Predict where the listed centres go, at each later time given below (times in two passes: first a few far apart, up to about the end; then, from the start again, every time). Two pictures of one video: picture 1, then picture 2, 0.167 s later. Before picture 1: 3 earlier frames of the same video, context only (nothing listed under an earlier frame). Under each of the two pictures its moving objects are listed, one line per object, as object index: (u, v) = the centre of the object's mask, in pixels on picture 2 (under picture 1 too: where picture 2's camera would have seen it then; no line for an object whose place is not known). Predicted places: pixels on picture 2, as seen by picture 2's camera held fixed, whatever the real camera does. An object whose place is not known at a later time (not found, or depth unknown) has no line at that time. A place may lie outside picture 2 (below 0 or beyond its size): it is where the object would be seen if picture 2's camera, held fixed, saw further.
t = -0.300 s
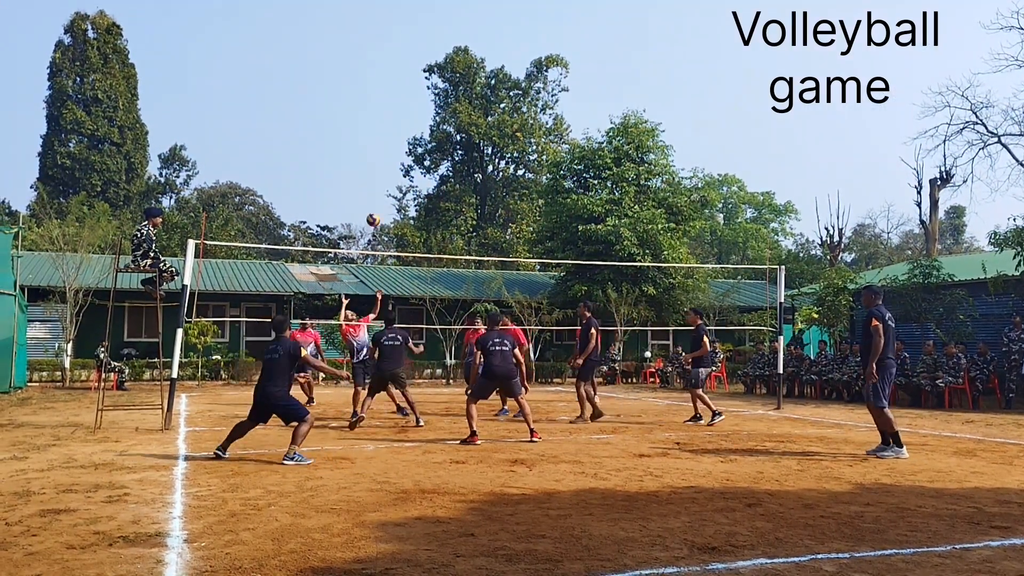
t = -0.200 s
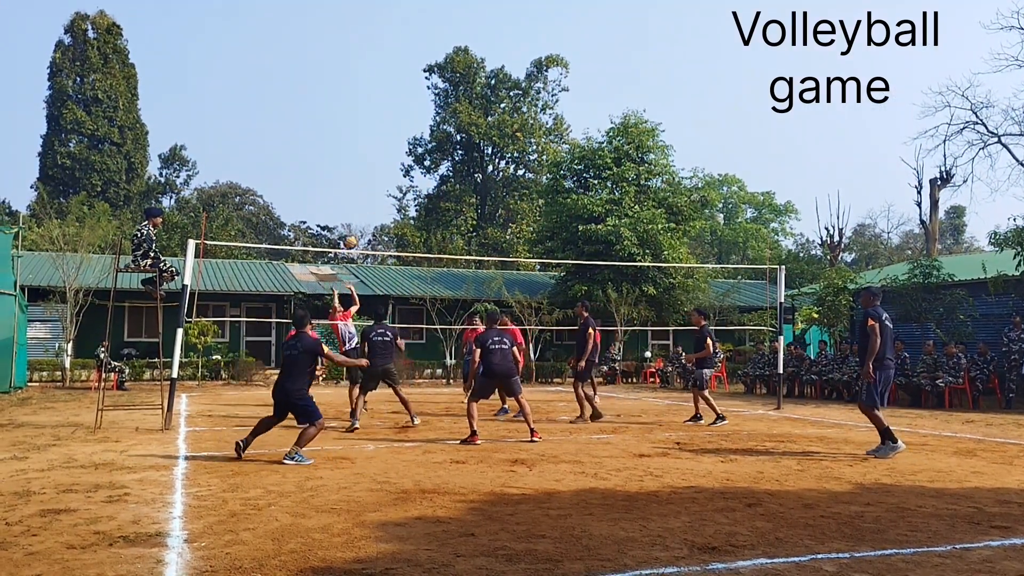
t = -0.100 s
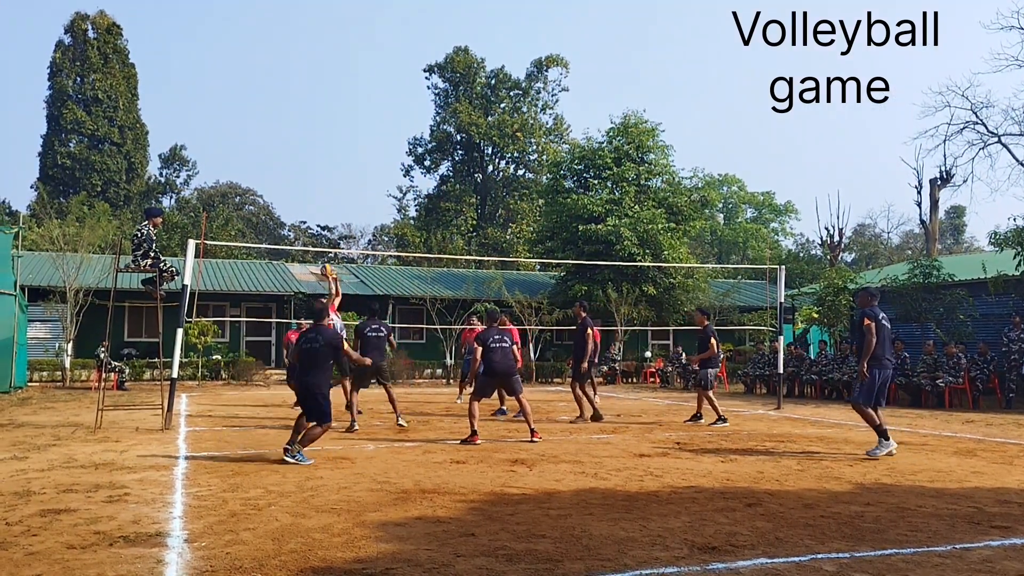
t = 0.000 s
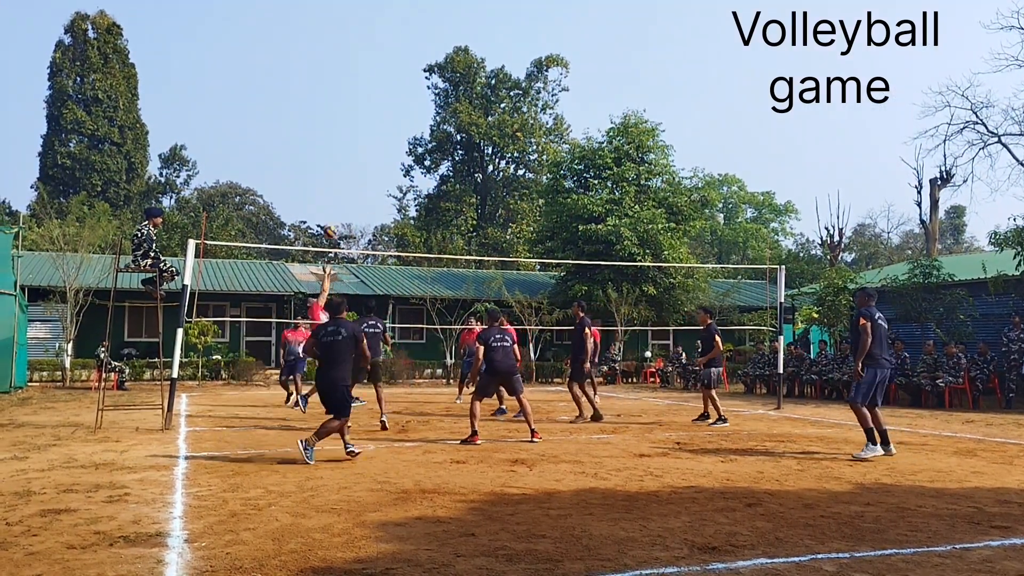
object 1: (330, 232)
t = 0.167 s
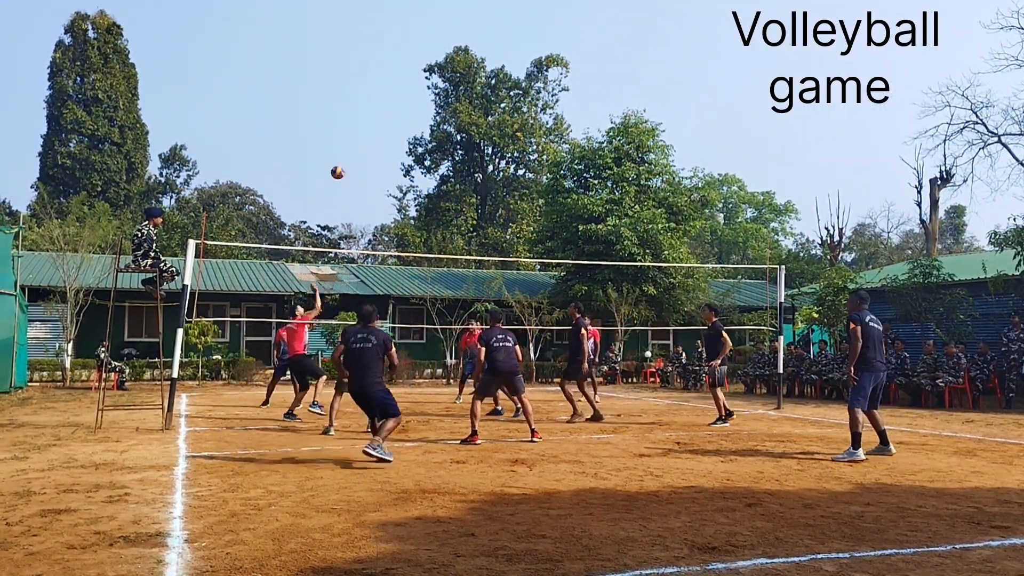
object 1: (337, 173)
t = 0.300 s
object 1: (342, 139)
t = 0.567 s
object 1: (351, 104)
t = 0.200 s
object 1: (339, 163)
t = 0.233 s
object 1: (340, 154)
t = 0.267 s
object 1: (341, 146)
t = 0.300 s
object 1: (342, 139)
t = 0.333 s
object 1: (344, 132)
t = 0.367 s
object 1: (345, 126)
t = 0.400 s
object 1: (346, 121)
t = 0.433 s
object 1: (347, 116)
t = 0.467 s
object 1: (348, 112)
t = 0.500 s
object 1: (349, 108)
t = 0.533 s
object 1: (351, 106)
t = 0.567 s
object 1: (351, 104)
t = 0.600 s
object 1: (353, 102)
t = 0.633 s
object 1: (353, 102)
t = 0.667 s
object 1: (354, 102)
